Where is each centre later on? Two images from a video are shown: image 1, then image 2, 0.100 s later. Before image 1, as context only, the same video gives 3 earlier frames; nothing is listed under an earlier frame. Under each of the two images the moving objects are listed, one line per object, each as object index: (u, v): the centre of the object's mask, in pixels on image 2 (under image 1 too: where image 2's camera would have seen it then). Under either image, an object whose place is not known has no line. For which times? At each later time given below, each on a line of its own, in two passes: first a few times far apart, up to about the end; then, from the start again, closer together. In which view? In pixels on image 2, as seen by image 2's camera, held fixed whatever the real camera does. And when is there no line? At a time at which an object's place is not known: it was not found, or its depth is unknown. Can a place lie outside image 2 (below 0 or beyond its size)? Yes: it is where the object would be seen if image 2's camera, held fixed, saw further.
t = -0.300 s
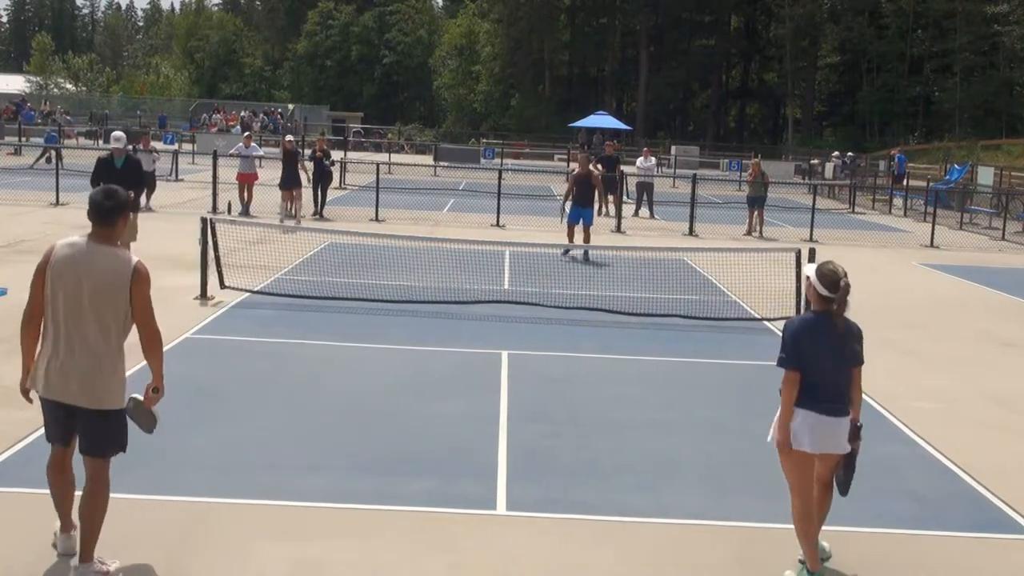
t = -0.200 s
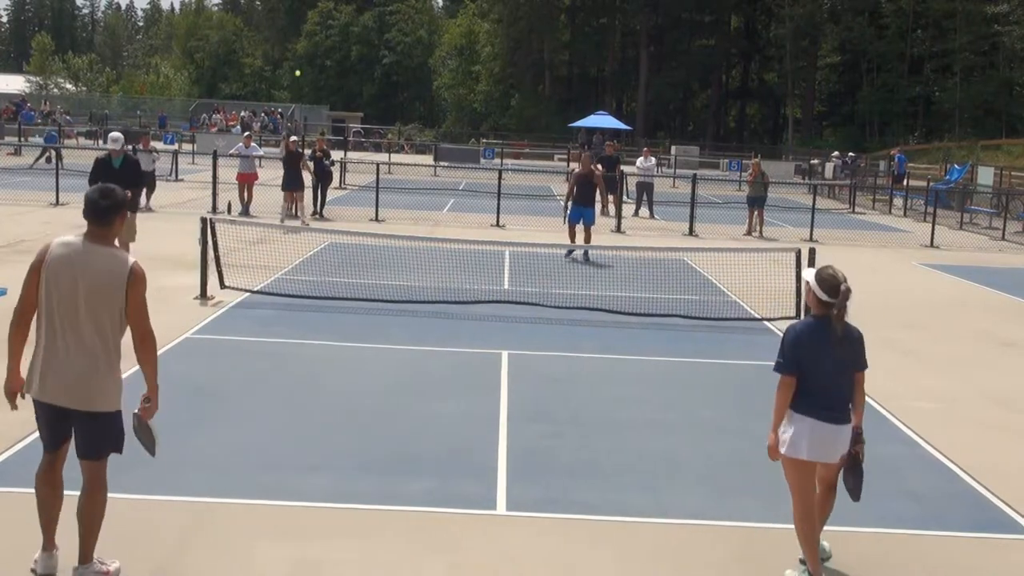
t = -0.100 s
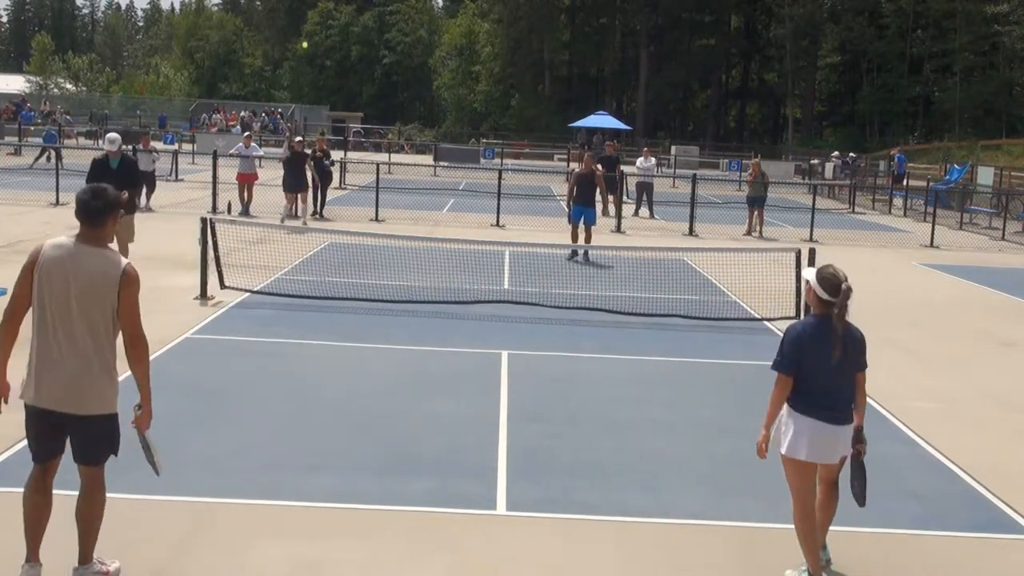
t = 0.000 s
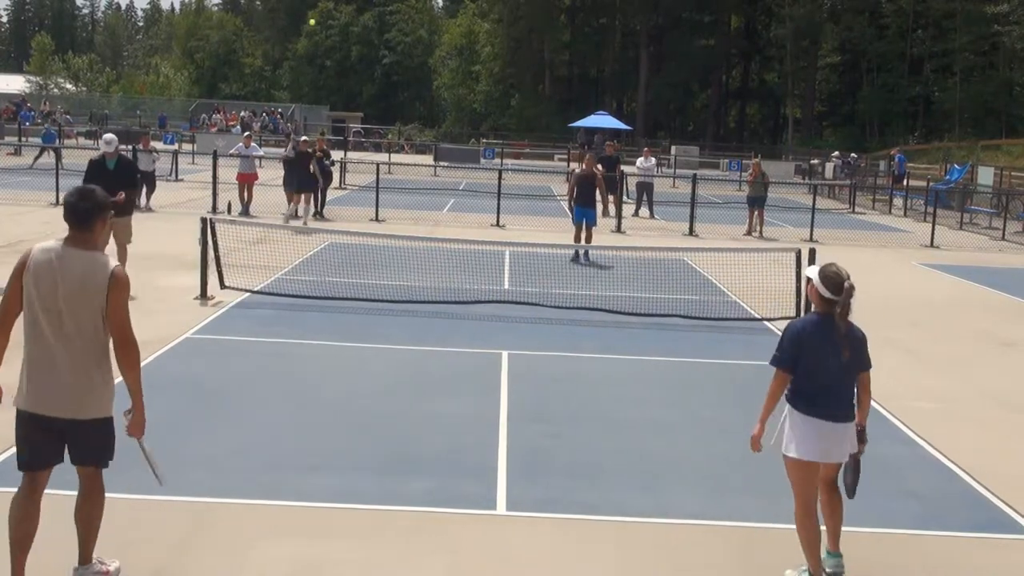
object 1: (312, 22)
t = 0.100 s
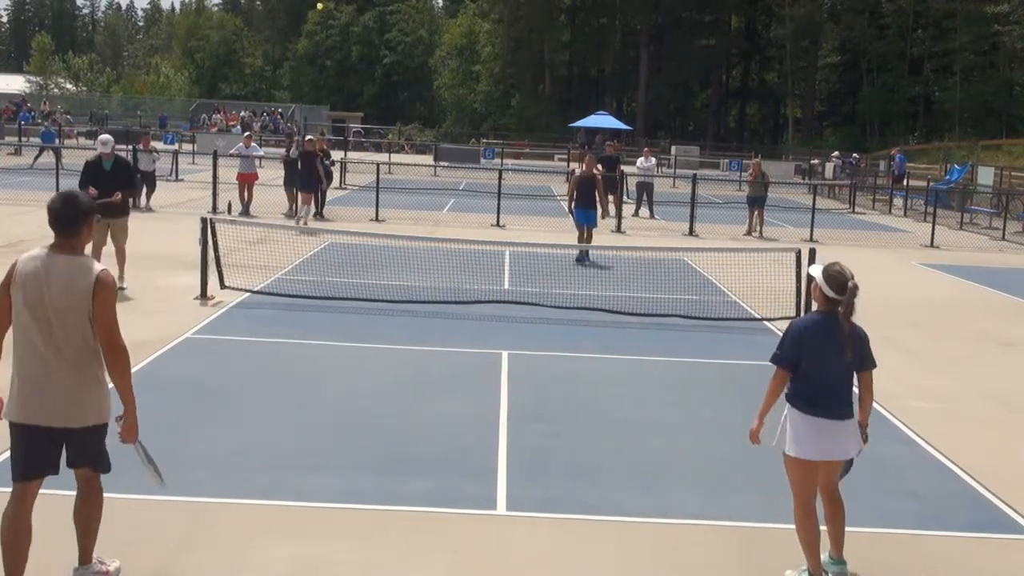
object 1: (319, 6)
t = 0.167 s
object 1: (324, 2)
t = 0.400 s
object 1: (342, 10)
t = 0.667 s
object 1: (363, 104)
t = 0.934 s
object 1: (382, 317)
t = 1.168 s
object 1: (402, 343)
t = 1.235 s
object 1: (408, 322)
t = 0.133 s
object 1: (322, 3)
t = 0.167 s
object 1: (324, 2)
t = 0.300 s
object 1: (335, 2)
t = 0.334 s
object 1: (337, 3)
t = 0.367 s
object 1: (340, 5)
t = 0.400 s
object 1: (342, 10)
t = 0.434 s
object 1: (345, 17)
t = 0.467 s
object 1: (347, 25)
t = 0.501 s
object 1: (350, 34)
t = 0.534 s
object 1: (352, 45)
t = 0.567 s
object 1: (354, 57)
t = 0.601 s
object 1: (358, 71)
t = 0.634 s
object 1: (360, 87)
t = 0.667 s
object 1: (363, 104)
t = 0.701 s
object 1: (365, 124)
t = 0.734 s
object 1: (367, 146)
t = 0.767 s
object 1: (370, 169)
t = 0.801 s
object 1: (373, 195)
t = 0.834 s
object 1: (375, 222)
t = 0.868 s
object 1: (378, 251)
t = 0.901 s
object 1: (379, 284)
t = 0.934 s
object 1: (382, 317)
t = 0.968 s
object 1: (385, 355)
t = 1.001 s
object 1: (386, 394)
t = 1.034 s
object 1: (389, 401)
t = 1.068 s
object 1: (393, 385)
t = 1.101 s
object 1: (395, 370)
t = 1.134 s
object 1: (399, 356)
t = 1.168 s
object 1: (402, 343)
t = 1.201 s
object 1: (405, 332)
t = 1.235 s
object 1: (408, 322)
